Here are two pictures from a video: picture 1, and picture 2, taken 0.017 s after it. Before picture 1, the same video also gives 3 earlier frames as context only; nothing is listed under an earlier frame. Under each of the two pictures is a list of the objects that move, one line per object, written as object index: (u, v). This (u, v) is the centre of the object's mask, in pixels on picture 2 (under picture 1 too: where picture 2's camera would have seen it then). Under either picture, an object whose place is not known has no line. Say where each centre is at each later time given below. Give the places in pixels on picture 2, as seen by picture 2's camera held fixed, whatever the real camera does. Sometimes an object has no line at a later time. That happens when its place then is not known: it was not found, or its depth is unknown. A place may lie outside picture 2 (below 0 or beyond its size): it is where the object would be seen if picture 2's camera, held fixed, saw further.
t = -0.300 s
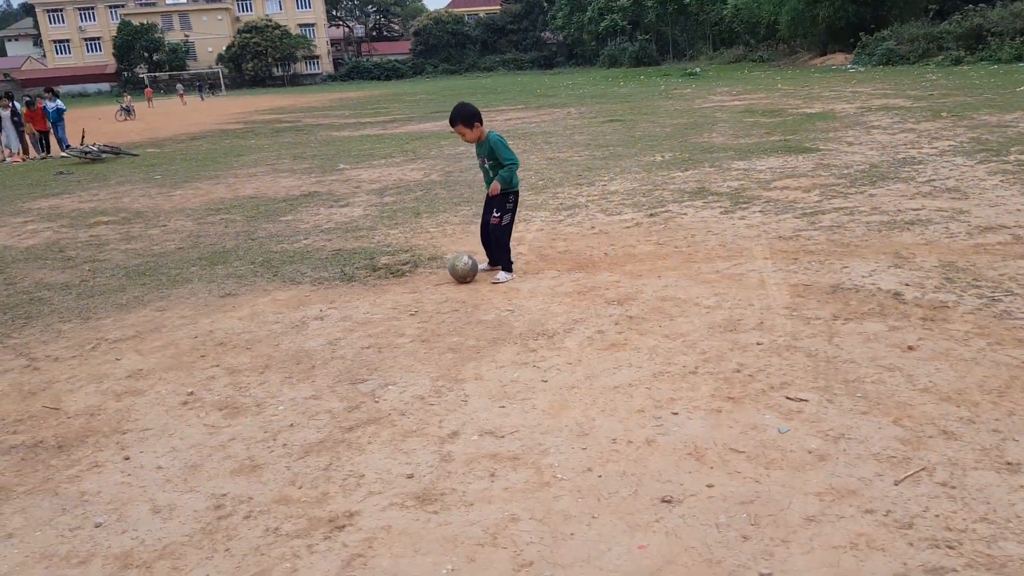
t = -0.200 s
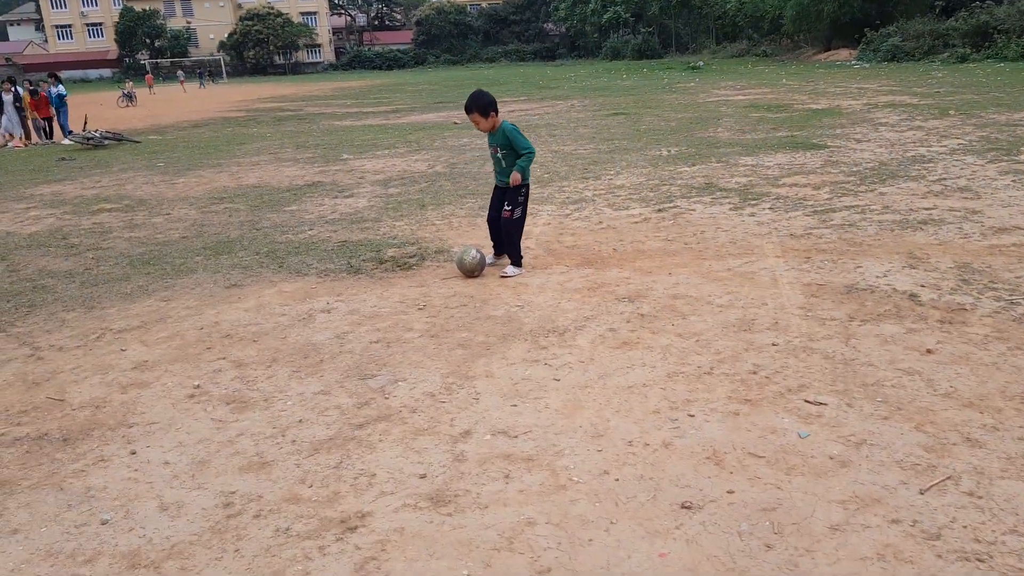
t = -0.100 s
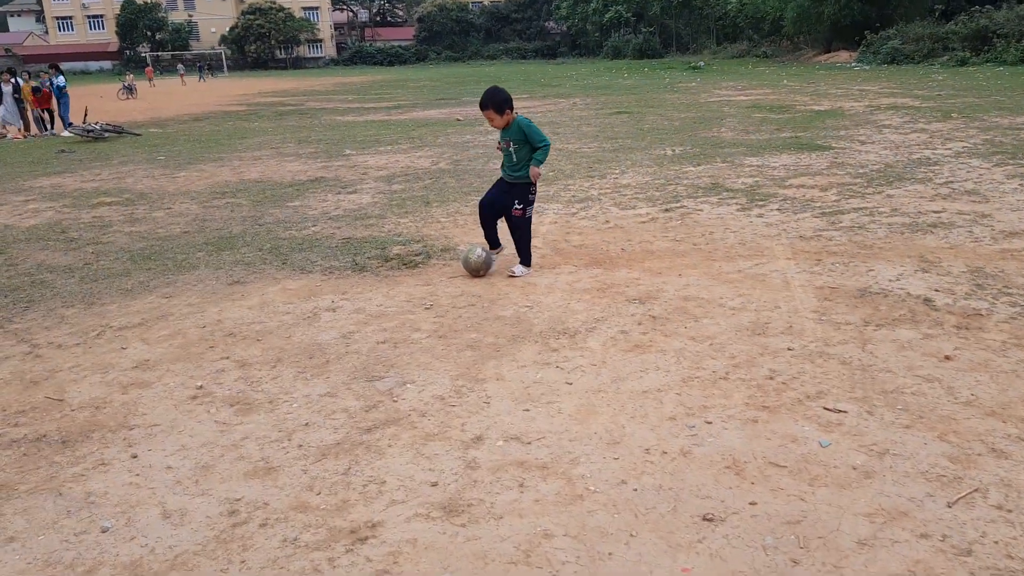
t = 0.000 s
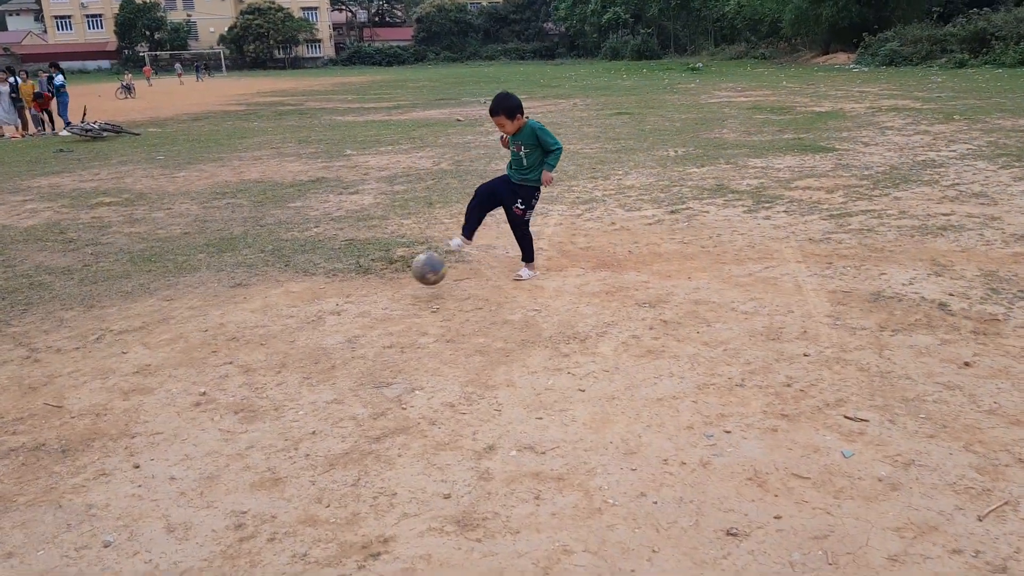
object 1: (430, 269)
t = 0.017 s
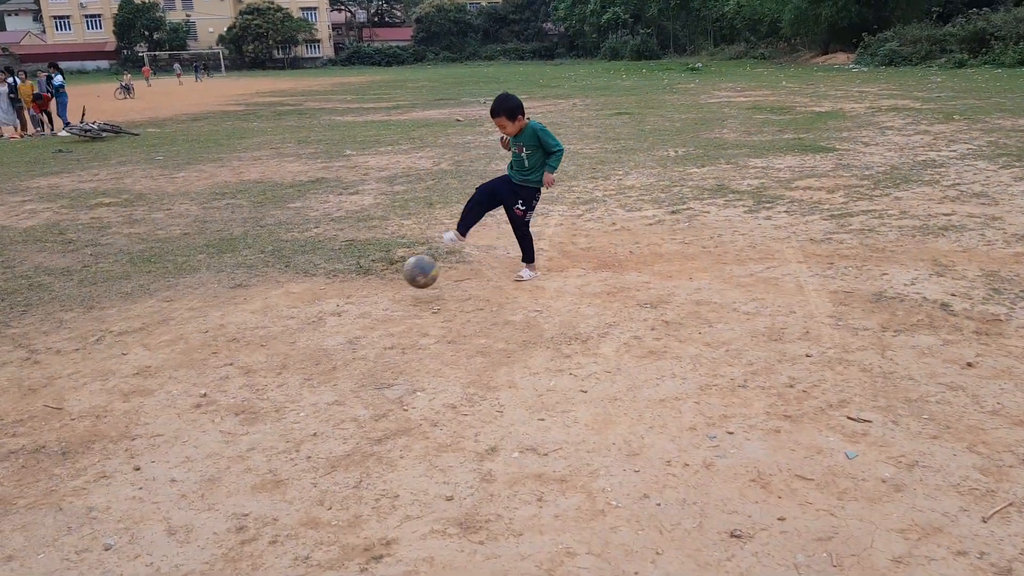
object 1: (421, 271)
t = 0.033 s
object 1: (411, 274)
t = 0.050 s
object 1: (402, 277)
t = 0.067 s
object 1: (393, 280)
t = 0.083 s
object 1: (383, 284)
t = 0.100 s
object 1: (375, 288)
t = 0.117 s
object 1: (365, 293)
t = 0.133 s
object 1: (356, 298)
